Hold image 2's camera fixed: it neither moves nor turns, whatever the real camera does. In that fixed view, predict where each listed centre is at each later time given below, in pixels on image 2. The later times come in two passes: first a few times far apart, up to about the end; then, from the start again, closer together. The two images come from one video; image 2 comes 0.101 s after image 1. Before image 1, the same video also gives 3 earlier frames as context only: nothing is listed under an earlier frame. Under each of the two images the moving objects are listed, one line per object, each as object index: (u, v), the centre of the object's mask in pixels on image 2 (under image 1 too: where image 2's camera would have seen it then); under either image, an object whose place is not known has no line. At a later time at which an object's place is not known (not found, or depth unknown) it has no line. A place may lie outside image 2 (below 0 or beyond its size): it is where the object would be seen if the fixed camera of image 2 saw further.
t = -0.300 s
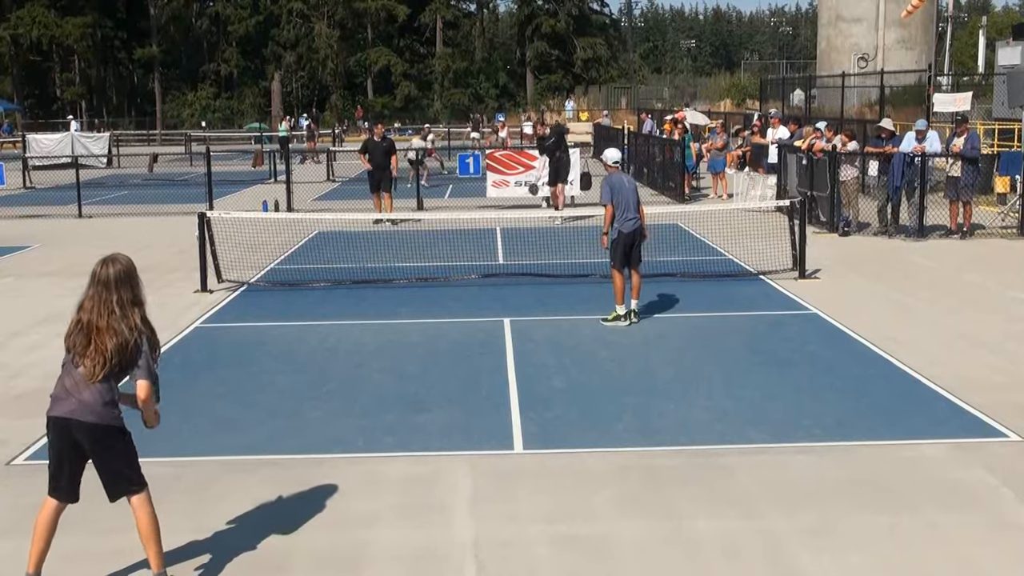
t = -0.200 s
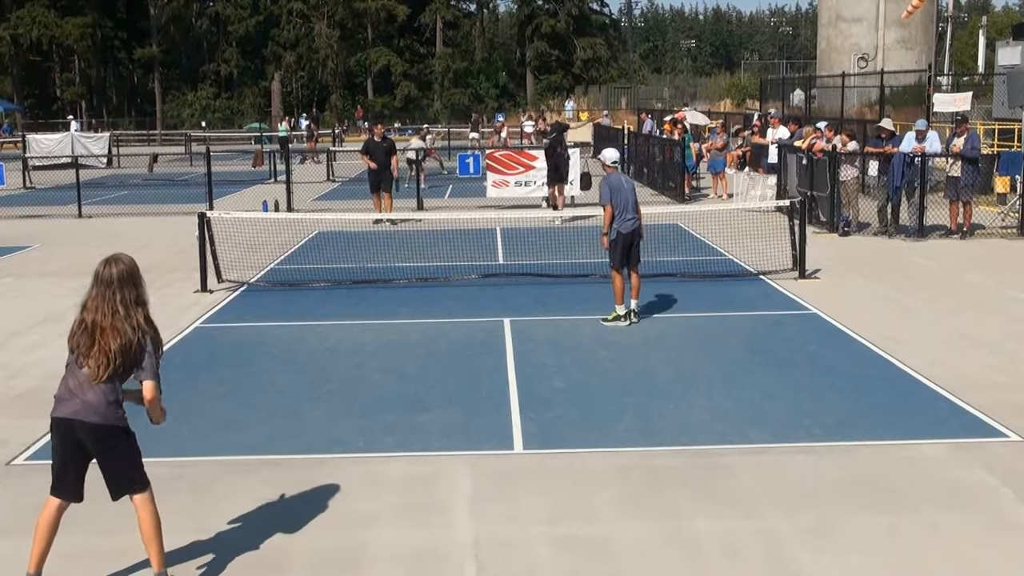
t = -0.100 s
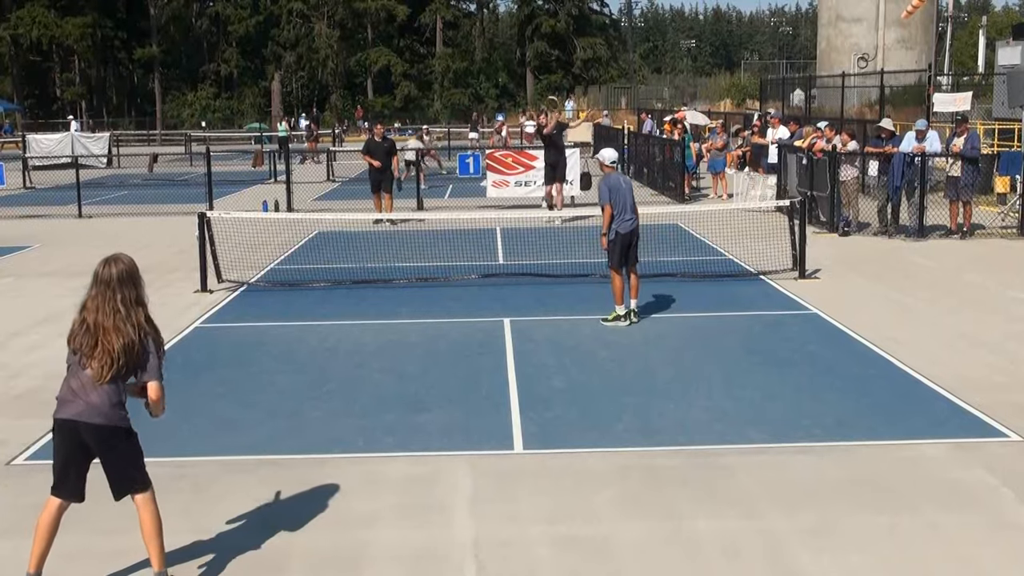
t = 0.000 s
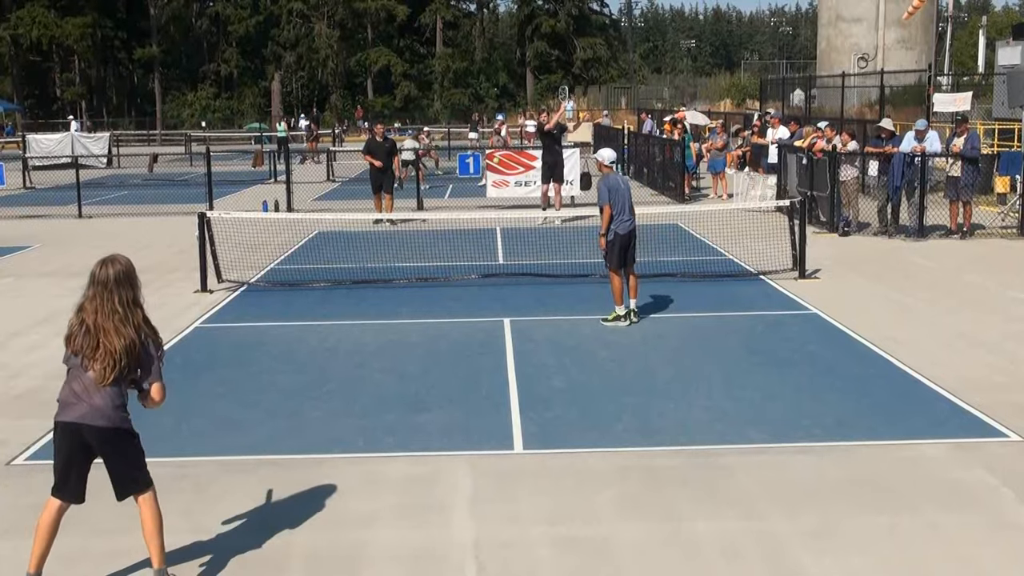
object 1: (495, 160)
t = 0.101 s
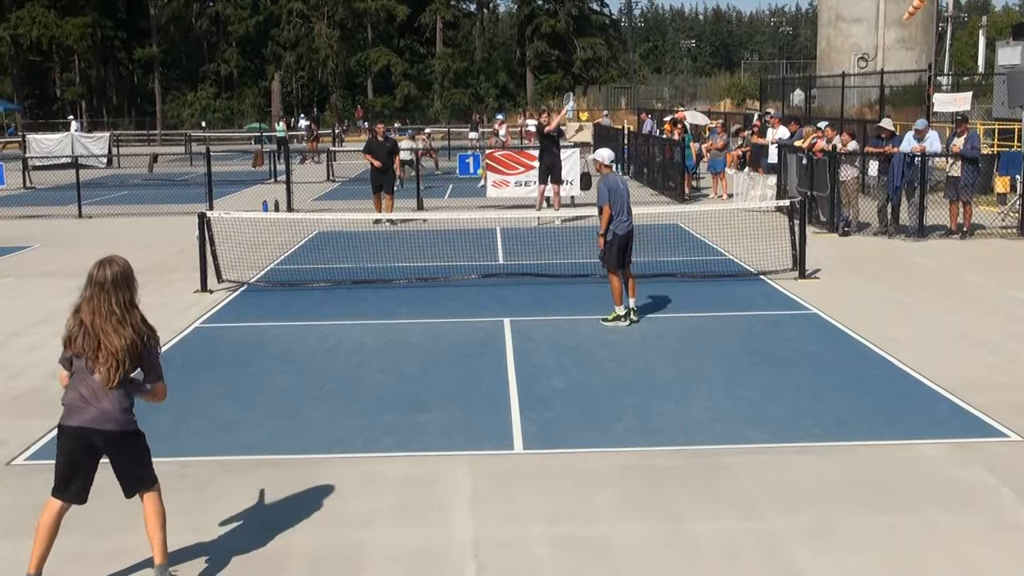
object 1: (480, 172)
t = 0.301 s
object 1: (439, 240)
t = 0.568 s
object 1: (371, 340)
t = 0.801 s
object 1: (295, 353)
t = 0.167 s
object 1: (468, 187)
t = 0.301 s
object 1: (439, 240)
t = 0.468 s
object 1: (395, 360)
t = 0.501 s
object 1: (387, 352)
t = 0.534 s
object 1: (379, 345)
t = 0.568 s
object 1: (371, 340)
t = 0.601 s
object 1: (362, 336)
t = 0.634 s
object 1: (352, 334)
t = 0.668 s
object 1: (342, 333)
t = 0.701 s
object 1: (331, 335)
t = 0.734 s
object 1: (320, 339)
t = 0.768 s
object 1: (308, 345)
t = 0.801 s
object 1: (295, 353)
